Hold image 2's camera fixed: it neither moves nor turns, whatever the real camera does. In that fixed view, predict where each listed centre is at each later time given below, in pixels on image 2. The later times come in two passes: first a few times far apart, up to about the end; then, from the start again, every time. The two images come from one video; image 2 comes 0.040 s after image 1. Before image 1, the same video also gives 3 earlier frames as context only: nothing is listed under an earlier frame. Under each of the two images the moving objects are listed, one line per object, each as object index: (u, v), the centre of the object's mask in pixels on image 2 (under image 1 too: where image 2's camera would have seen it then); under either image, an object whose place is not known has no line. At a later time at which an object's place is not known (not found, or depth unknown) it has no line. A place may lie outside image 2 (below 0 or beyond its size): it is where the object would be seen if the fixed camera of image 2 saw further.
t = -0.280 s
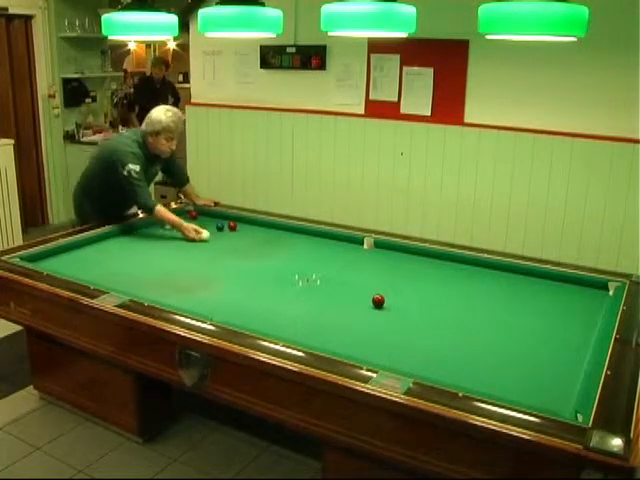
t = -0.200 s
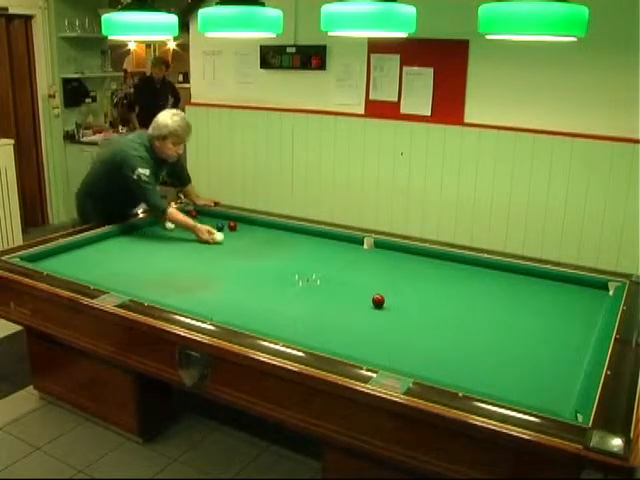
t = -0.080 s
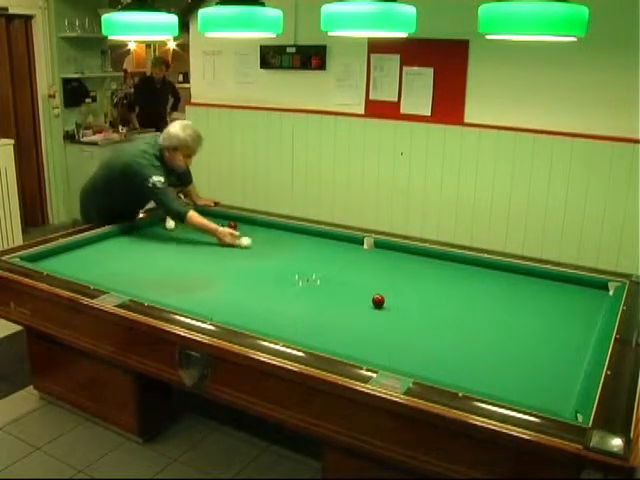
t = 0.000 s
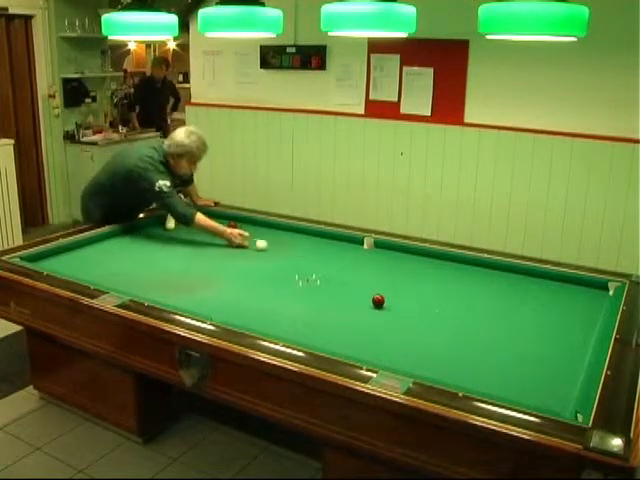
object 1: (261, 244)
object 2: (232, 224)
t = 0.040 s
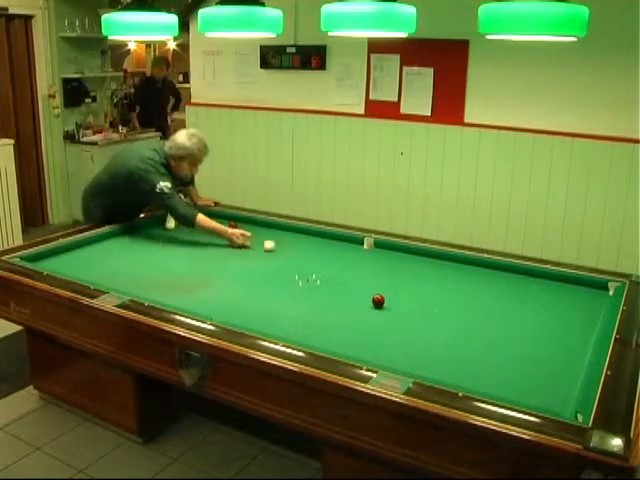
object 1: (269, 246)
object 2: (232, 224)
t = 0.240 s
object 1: (309, 251)
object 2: (231, 225)
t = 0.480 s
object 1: (359, 259)
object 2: (232, 226)
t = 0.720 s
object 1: (410, 266)
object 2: (232, 226)
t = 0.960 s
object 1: (465, 274)
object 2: (232, 226)
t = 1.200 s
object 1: (520, 282)
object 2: (232, 226)
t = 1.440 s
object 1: (577, 290)
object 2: (232, 226)
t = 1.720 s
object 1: (578, 288)
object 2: (232, 226)
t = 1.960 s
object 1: (545, 281)
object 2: (232, 226)
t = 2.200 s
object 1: (513, 273)
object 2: (232, 226)
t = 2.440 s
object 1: (484, 267)
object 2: (232, 226)
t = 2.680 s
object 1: (456, 260)
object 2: (232, 226)
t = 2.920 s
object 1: (430, 255)
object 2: (232, 226)
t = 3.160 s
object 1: (406, 251)
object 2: (232, 226)
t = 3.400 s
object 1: (382, 248)
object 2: (232, 226)
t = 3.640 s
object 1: (360, 244)
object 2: (232, 226)
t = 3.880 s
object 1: (339, 241)
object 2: (232, 226)
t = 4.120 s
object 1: (319, 238)
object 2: (232, 226)
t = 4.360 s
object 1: (299, 235)
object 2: (232, 226)
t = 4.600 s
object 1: (281, 233)
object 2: (233, 226)
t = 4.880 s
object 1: (261, 229)
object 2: (232, 226)
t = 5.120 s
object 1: (245, 227)
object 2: (232, 226)
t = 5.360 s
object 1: (239, 226)
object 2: (227, 225)
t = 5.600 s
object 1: (235, 225)
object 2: (221, 223)
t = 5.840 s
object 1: (232, 224)
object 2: (217, 222)
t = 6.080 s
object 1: (230, 224)
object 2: (213, 220)
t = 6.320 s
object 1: (228, 223)
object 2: (209, 220)
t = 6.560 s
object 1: (226, 222)
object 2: (205, 219)
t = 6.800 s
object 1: (224, 222)
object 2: (202, 217)
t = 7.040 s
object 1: (222, 222)
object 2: (200, 216)
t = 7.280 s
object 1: (222, 221)
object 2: (198, 216)
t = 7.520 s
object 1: (221, 221)
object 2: (198, 216)
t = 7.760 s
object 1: (221, 221)
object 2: (199, 216)
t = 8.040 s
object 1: (220, 221)
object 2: (199, 215)
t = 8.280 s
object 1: (220, 221)
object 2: (198, 216)
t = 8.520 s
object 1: (221, 221)
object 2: (198, 216)
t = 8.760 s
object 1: (220, 221)
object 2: (198, 216)
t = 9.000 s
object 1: (220, 221)
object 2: (198, 216)
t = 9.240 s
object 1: (220, 221)
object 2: (198, 216)
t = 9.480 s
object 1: (220, 221)
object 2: (198, 216)
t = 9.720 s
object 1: (220, 221)
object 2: (199, 216)
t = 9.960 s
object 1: (220, 221)
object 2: (199, 215)
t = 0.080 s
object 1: (277, 247)
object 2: (233, 224)
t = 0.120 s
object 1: (284, 248)
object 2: (232, 225)
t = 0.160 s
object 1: (293, 249)
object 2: (232, 225)
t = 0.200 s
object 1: (300, 250)
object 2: (231, 225)
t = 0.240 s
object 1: (309, 251)
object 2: (231, 225)
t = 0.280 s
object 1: (316, 251)
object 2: (232, 225)
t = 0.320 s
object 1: (326, 253)
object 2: (232, 226)
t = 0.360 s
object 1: (333, 255)
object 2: (232, 226)
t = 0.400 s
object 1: (342, 256)
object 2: (232, 226)
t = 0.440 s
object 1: (350, 258)
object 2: (232, 226)
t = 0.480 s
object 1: (359, 259)
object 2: (232, 226)
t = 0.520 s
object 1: (367, 260)
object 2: (232, 226)
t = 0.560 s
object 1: (376, 261)
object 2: (232, 226)
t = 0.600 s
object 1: (384, 262)
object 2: (232, 226)
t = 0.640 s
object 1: (393, 264)
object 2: (232, 226)
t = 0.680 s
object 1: (402, 265)
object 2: (232, 226)
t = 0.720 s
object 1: (410, 266)
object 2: (232, 226)
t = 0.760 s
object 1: (419, 268)
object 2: (232, 226)
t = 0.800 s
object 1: (428, 269)
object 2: (232, 226)
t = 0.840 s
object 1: (437, 271)
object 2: (232, 226)
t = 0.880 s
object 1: (446, 271)
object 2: (232, 226)
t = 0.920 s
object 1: (456, 272)
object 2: (232, 226)
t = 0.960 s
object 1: (465, 274)
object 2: (232, 226)
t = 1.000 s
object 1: (474, 275)
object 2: (232, 226)
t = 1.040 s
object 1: (483, 277)
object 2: (232, 226)
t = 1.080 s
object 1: (493, 278)
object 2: (232, 226)
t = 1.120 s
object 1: (502, 279)
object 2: (232, 226)
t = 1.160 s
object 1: (511, 281)
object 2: (232, 226)
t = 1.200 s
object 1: (520, 282)
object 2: (232, 226)
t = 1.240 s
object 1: (530, 283)
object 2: (232, 226)
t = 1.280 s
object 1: (539, 285)
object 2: (232, 226)
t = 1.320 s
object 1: (549, 286)
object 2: (232, 226)
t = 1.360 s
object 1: (558, 287)
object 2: (232, 226)
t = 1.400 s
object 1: (568, 289)
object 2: (232, 226)
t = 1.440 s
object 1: (577, 290)
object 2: (232, 226)
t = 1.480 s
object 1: (587, 292)
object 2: (232, 226)
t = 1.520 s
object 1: (598, 293)
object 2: (232, 226)
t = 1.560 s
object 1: (604, 294)
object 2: (232, 226)
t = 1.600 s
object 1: (597, 292)
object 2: (232, 226)
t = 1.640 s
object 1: (590, 291)
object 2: (232, 226)
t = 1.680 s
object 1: (584, 290)
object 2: (232, 226)
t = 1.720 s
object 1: (578, 288)
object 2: (232, 226)
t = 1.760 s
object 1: (573, 287)
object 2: (232, 226)
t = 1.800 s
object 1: (567, 286)
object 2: (232, 226)
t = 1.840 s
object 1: (561, 285)
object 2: (232, 226)
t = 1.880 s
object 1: (555, 283)
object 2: (232, 226)
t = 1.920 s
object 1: (550, 282)
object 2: (232, 226)
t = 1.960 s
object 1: (545, 281)
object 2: (232, 226)
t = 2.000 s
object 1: (540, 279)
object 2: (232, 226)
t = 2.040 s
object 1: (534, 279)
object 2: (232, 226)
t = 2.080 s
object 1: (529, 277)
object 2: (232, 226)
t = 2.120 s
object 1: (524, 276)
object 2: (232, 226)
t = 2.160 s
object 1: (519, 275)
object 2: (232, 226)
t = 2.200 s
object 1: (513, 273)
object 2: (232, 226)
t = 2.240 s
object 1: (508, 272)
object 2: (232, 226)
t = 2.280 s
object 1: (503, 271)
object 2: (233, 226)
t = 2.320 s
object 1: (498, 270)
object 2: (232, 226)
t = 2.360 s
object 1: (494, 269)
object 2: (233, 226)
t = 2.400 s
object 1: (489, 268)
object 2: (232, 226)
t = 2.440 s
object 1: (484, 267)
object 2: (232, 226)
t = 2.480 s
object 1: (479, 266)
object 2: (232, 226)
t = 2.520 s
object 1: (474, 264)
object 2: (232, 226)
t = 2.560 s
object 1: (470, 263)
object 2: (232, 226)
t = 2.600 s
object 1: (465, 262)
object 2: (232, 226)
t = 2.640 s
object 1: (461, 262)
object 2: (232, 226)
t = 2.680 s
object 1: (456, 260)
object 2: (232, 226)
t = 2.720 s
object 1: (452, 259)
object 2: (232, 226)
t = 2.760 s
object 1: (447, 259)
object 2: (232, 226)
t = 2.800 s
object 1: (442, 257)
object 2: (232, 226)
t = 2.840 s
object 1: (438, 256)
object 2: (232, 226)
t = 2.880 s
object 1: (434, 256)
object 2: (232, 226)
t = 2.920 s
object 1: (430, 255)
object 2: (232, 226)
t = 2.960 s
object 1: (426, 254)
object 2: (232, 226)
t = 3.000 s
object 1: (422, 254)
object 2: (232, 226)
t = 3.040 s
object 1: (418, 253)
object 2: (232, 226)
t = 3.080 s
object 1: (414, 253)
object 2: (232, 226)
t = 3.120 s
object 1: (410, 252)
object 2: (232, 226)
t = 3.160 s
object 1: (406, 251)
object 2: (232, 226)
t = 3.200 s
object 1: (402, 251)
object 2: (232, 226)
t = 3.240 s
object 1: (398, 250)
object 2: (232, 226)
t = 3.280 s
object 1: (394, 250)
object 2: (232, 226)
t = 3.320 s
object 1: (390, 249)
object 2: (232, 226)
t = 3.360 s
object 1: (386, 248)
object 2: (232, 226)
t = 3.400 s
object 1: (382, 248)
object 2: (232, 226)
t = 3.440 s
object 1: (378, 247)
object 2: (232, 226)
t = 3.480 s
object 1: (375, 247)
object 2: (232, 226)
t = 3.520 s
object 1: (372, 246)
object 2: (232, 226)
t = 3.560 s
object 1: (368, 245)
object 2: (232, 226)
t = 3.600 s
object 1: (364, 245)
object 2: (232, 226)
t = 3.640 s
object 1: (360, 244)
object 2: (232, 226)
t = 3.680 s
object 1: (357, 244)
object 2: (232, 226)
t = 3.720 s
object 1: (353, 243)
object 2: (232, 226)
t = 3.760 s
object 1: (350, 243)
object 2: (232, 226)
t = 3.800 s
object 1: (346, 242)
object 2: (232, 226)
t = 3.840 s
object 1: (343, 242)
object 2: (232, 226)
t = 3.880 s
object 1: (339, 241)
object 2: (232, 226)
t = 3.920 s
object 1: (336, 240)
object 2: (232, 226)
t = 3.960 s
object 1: (332, 240)
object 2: (232, 226)
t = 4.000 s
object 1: (329, 240)
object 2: (232, 226)
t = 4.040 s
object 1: (326, 239)
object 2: (232, 226)
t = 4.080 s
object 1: (322, 239)
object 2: (232, 226)
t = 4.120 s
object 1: (319, 238)
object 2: (232, 226)
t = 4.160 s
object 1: (315, 238)
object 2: (232, 226)
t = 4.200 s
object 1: (312, 237)
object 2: (232, 226)
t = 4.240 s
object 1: (309, 237)
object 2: (232, 226)
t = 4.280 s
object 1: (306, 236)
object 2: (232, 226)
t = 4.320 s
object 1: (303, 235)
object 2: (232, 226)
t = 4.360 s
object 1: (299, 235)
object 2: (232, 226)
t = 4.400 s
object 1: (297, 235)
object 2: (232, 226)
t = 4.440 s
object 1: (293, 234)
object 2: (232, 226)
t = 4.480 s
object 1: (290, 234)
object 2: (232, 226)
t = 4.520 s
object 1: (287, 233)
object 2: (232, 226)
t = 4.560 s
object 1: (284, 233)
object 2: (232, 226)
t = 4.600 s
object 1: (281, 233)
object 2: (233, 226)
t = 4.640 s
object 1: (278, 232)
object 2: (232, 226)
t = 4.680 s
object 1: (275, 232)
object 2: (232, 226)
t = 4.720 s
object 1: (272, 231)
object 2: (232, 226)
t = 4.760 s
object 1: (269, 231)
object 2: (232, 226)
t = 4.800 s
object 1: (266, 230)
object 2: (233, 226)
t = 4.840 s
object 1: (264, 230)
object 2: (232, 226)
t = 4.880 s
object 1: (261, 229)
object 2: (232, 226)
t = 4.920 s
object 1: (258, 229)
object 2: (232, 226)
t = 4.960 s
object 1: (255, 228)
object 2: (232, 226)
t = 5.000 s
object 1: (252, 228)
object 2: (232, 226)
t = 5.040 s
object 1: (249, 228)
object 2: (232, 226)
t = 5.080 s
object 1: (247, 227)
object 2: (232, 226)
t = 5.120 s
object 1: (245, 227)
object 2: (232, 226)
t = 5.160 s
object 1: (242, 227)
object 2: (232, 226)
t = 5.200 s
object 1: (241, 227)
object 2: (231, 226)
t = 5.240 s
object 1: (240, 226)
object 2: (230, 226)
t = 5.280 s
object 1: (240, 226)
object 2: (229, 226)
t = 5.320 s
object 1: (239, 226)
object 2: (228, 225)
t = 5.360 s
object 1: (239, 226)
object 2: (227, 225)
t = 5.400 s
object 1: (238, 226)
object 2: (227, 225)
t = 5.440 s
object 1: (237, 226)
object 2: (225, 224)
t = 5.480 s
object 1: (237, 225)
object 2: (224, 224)
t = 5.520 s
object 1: (236, 225)
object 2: (223, 224)
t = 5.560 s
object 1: (236, 225)
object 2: (222, 223)
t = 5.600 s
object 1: (235, 225)
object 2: (221, 223)
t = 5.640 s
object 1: (234, 225)
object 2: (221, 223)
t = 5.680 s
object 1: (234, 225)
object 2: (220, 223)
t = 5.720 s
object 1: (234, 225)
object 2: (219, 222)
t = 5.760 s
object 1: (233, 225)
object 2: (219, 223)
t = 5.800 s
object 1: (233, 224)
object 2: (218, 222)
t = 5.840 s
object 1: (232, 224)
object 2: (217, 222)
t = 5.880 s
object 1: (232, 224)
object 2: (216, 222)
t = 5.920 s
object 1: (231, 224)
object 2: (216, 222)
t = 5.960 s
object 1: (231, 224)
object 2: (215, 221)
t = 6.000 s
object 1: (231, 224)
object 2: (214, 221)
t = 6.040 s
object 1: (230, 224)
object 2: (213, 221)
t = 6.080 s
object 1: (230, 224)
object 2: (213, 220)
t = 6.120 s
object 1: (229, 223)
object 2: (212, 221)
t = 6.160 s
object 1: (229, 223)
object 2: (212, 220)
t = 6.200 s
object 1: (229, 223)
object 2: (211, 220)
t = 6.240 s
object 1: (228, 223)
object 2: (210, 220)
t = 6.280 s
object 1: (228, 223)
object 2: (210, 220)
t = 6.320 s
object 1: (228, 223)
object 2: (209, 220)
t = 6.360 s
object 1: (228, 223)
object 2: (208, 219)
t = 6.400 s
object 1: (227, 223)
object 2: (208, 219)
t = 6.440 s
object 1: (227, 223)
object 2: (208, 220)
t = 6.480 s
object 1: (227, 223)
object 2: (206, 219)
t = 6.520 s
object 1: (226, 223)
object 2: (206, 219)
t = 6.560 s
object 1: (226, 222)
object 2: (205, 219)
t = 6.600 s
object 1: (226, 222)
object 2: (205, 219)
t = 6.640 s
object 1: (226, 222)
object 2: (204, 219)
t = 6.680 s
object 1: (225, 222)
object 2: (203, 218)
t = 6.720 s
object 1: (225, 222)
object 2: (203, 218)
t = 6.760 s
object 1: (224, 222)
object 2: (203, 217)
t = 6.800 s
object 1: (224, 222)
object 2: (202, 217)
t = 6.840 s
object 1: (224, 222)
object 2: (201, 217)
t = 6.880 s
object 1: (224, 222)
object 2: (201, 217)
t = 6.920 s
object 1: (224, 222)
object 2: (201, 217)
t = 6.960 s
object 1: (223, 222)
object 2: (200, 216)
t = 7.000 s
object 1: (223, 222)
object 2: (200, 216)
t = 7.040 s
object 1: (222, 222)
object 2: (200, 216)
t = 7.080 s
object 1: (222, 222)
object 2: (199, 216)
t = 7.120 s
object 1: (222, 222)
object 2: (199, 216)
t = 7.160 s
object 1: (222, 221)
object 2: (199, 216)
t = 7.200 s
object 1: (222, 221)
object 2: (199, 216)
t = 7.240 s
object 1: (222, 221)
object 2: (199, 216)
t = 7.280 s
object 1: (222, 221)
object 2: (198, 216)
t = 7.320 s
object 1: (221, 221)
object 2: (199, 216)
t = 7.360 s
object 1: (221, 221)
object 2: (199, 216)
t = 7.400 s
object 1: (221, 221)
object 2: (198, 216)
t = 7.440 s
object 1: (221, 221)
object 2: (198, 216)
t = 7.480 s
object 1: (221, 221)
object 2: (198, 216)
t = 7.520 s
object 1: (221, 221)
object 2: (198, 216)
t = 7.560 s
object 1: (221, 221)
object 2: (198, 215)
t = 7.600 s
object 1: (221, 221)
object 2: (198, 216)
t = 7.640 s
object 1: (221, 221)
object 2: (199, 216)
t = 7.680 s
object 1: (221, 221)
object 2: (198, 216)
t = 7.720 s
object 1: (220, 221)
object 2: (199, 216)
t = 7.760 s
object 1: (221, 221)
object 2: (199, 216)
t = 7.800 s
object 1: (221, 221)
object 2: (199, 215)
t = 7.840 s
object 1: (221, 221)
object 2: (199, 216)
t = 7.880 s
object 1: (220, 221)
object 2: (199, 215)
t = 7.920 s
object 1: (221, 221)
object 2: (199, 216)
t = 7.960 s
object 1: (220, 221)
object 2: (199, 215)
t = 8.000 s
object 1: (220, 221)
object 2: (198, 215)
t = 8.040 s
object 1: (220, 221)
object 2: (199, 215)
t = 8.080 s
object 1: (220, 221)
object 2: (198, 215)
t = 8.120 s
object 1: (220, 221)
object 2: (198, 215)
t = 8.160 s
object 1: (220, 221)
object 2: (198, 215)
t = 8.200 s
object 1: (220, 221)
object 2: (198, 215)
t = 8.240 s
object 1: (220, 221)
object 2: (198, 215)
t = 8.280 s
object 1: (220, 221)
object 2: (198, 216)
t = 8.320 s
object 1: (220, 221)
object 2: (198, 216)
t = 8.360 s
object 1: (220, 221)
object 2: (198, 216)
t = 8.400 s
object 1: (220, 221)
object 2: (198, 216)
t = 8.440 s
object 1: (220, 221)
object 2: (198, 216)
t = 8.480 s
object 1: (220, 221)
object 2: (198, 216)
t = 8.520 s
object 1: (221, 221)
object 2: (198, 216)
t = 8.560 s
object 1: (220, 221)
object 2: (198, 216)
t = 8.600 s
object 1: (220, 221)
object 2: (198, 216)
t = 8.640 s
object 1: (220, 221)
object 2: (198, 216)
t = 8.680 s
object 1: (220, 221)
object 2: (198, 216)
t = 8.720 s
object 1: (220, 221)
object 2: (198, 216)
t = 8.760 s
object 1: (220, 221)
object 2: (198, 216)
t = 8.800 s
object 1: (220, 221)
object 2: (198, 216)
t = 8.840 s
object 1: (220, 221)
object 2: (198, 216)
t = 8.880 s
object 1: (220, 221)
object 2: (198, 216)
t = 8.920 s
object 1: (220, 221)
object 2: (198, 216)
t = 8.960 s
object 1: (220, 221)
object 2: (198, 216)
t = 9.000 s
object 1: (220, 221)
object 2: (198, 216)
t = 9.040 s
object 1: (220, 221)
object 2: (198, 216)
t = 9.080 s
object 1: (220, 221)
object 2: (198, 216)
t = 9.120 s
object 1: (220, 221)
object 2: (198, 216)
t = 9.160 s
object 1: (220, 221)
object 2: (198, 216)
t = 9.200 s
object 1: (220, 221)
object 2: (198, 216)
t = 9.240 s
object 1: (220, 221)
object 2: (198, 216)
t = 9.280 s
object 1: (220, 221)
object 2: (199, 216)
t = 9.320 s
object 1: (220, 221)
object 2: (198, 216)
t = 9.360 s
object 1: (220, 221)
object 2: (199, 216)
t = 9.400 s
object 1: (220, 221)
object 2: (199, 216)
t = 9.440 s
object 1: (220, 221)
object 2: (198, 216)
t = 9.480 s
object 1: (220, 221)
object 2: (198, 216)
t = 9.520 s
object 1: (220, 221)
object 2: (198, 216)
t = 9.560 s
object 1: (220, 221)
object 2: (199, 216)
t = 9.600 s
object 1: (220, 221)
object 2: (199, 216)
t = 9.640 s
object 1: (220, 221)
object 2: (199, 216)
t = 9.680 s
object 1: (220, 221)
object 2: (199, 216)
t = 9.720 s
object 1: (220, 221)
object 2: (199, 216)
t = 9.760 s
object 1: (220, 221)
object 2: (199, 216)
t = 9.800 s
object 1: (220, 221)
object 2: (199, 216)
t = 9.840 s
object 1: (220, 221)
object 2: (199, 216)
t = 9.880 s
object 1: (221, 221)
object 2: (199, 216)
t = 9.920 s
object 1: (221, 221)
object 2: (199, 216)
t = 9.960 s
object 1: (220, 221)
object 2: (199, 215)
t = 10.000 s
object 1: (220, 221)
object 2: (198, 215)
